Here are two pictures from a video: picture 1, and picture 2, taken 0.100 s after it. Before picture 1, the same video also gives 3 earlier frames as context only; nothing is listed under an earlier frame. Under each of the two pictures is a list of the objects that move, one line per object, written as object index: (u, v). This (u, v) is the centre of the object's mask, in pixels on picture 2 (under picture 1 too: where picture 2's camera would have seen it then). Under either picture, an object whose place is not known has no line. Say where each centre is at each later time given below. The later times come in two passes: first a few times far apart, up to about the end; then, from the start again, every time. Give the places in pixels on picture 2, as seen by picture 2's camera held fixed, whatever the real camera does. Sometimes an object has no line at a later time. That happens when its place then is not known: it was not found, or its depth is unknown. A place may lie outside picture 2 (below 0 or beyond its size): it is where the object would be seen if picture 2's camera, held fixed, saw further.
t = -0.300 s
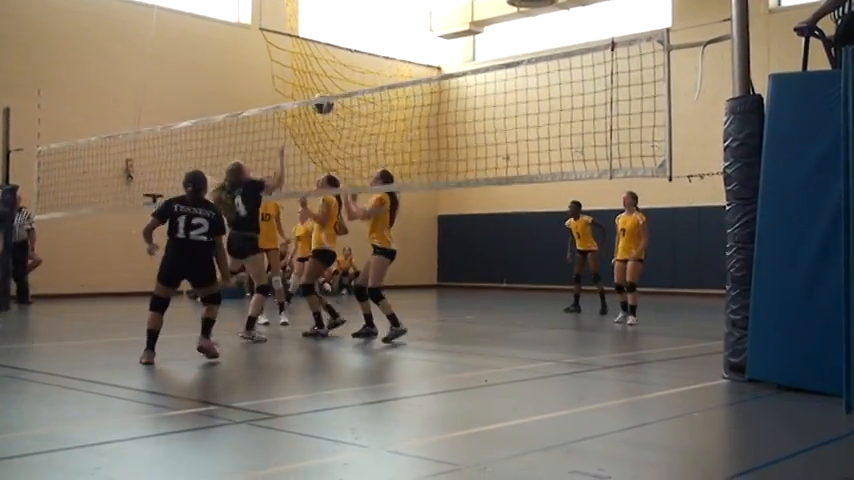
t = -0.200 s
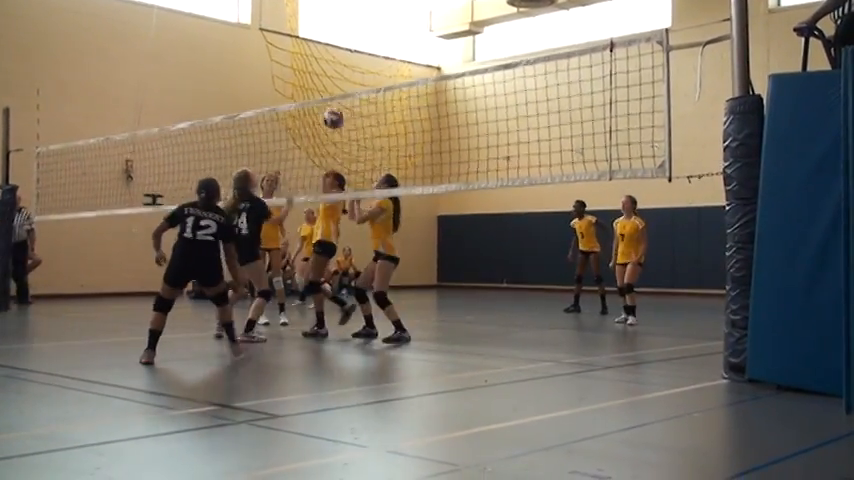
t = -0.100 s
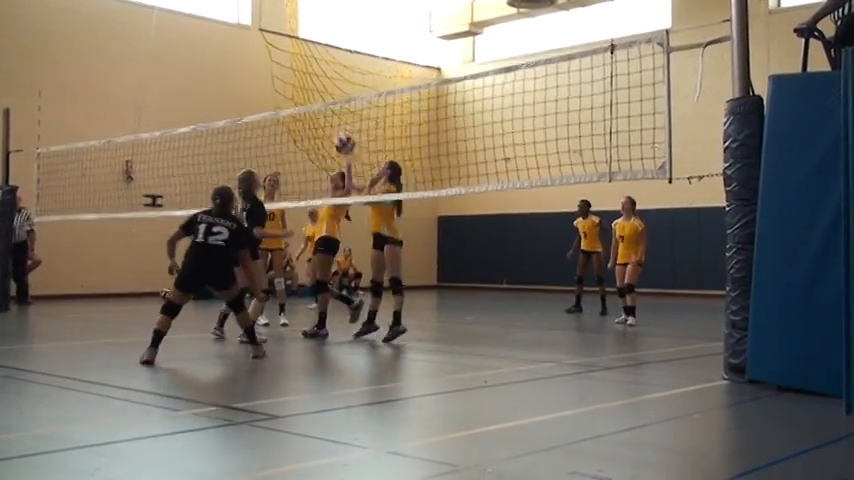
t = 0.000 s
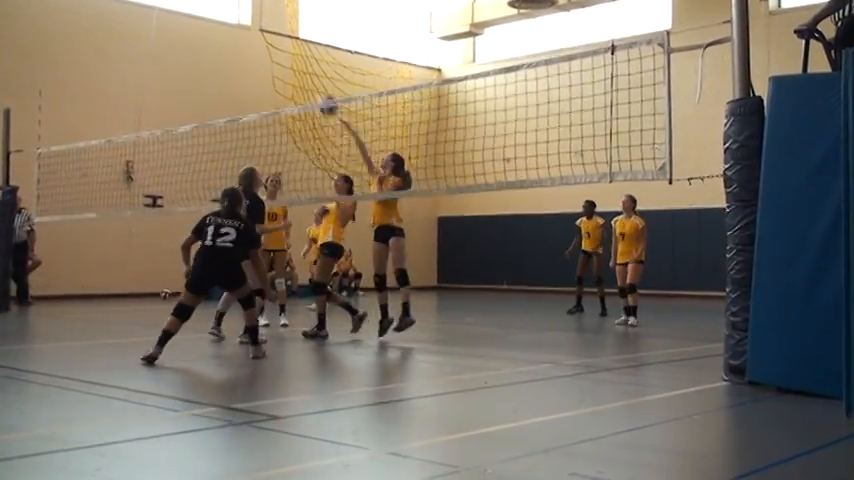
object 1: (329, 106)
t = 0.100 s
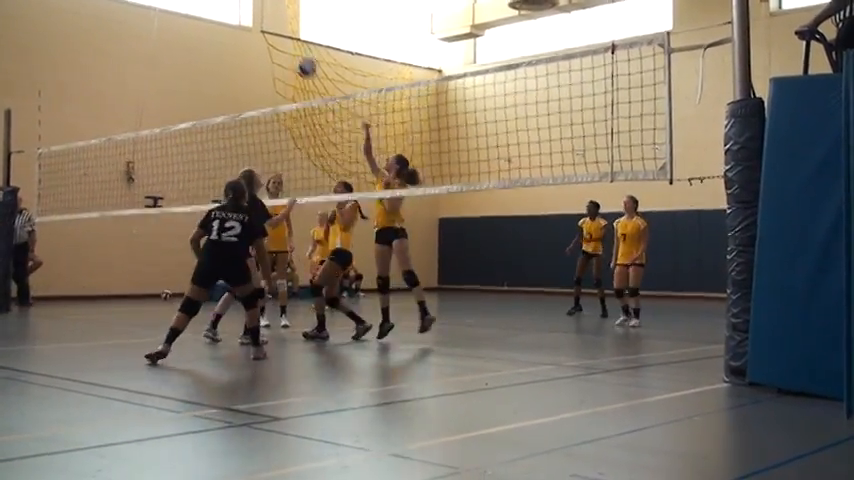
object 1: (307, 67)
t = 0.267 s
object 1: (267, 24)
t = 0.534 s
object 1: (205, 14)
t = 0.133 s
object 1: (298, 56)
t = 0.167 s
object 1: (290, 46)
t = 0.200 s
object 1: (282, 37)
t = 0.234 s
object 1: (274, 30)
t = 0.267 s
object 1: (267, 24)
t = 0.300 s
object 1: (260, 20)
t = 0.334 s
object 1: (252, 15)
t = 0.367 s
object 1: (245, 12)
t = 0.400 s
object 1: (237, 10)
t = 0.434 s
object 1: (230, 9)
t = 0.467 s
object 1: (221, 10)
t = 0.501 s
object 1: (213, 11)
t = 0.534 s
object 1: (205, 14)
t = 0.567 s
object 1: (197, 18)
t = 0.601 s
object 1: (189, 22)
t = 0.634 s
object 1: (181, 27)
